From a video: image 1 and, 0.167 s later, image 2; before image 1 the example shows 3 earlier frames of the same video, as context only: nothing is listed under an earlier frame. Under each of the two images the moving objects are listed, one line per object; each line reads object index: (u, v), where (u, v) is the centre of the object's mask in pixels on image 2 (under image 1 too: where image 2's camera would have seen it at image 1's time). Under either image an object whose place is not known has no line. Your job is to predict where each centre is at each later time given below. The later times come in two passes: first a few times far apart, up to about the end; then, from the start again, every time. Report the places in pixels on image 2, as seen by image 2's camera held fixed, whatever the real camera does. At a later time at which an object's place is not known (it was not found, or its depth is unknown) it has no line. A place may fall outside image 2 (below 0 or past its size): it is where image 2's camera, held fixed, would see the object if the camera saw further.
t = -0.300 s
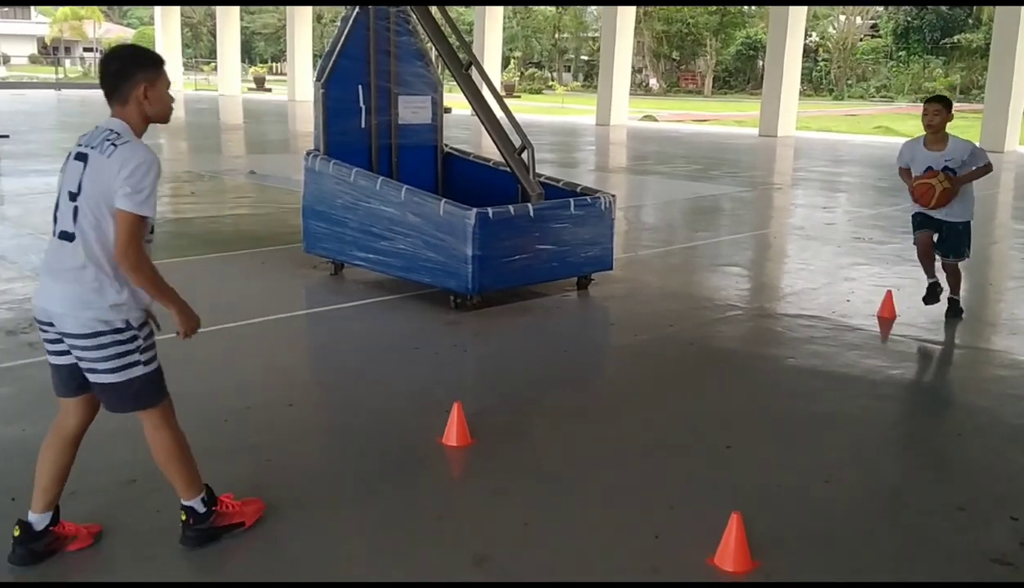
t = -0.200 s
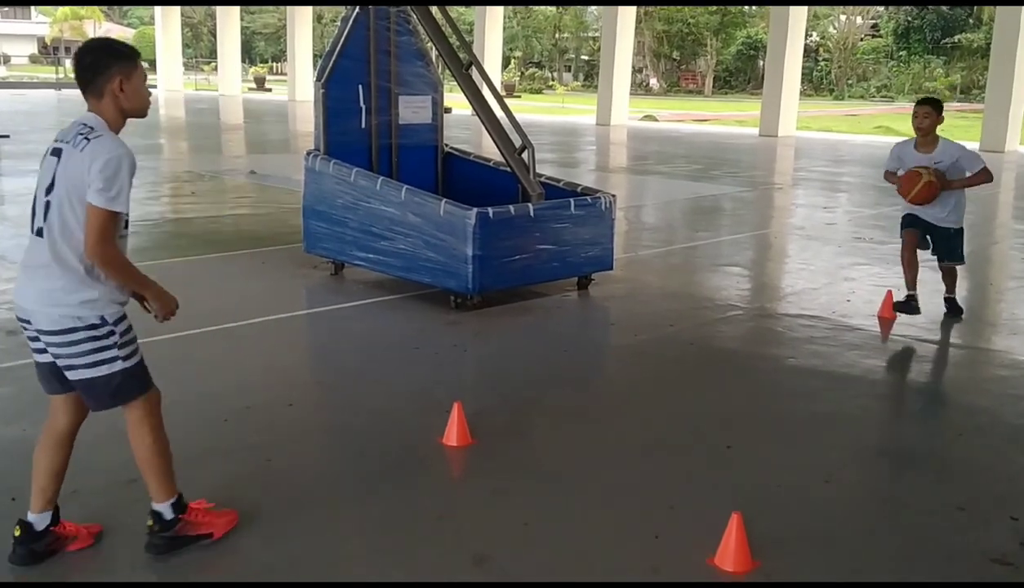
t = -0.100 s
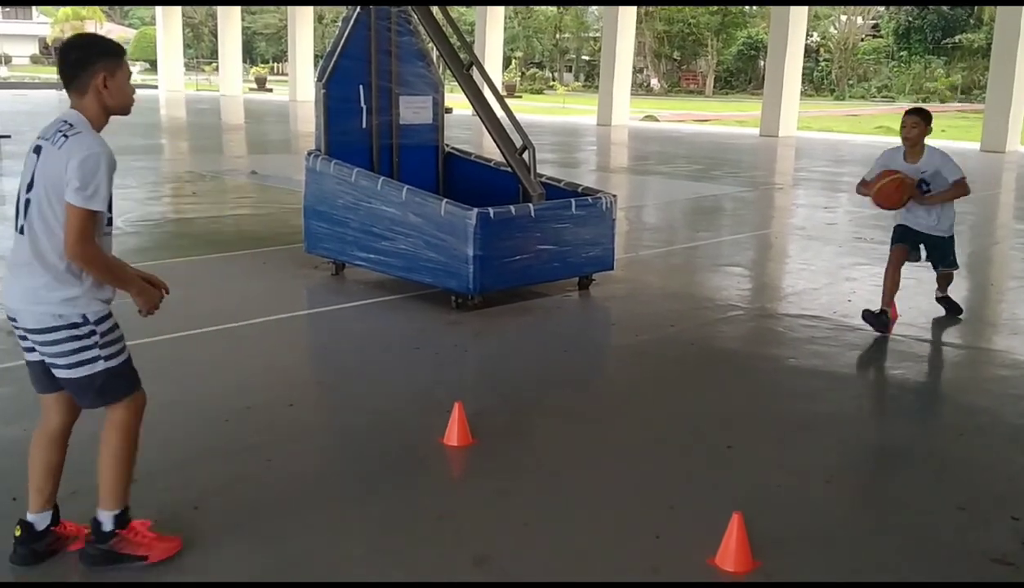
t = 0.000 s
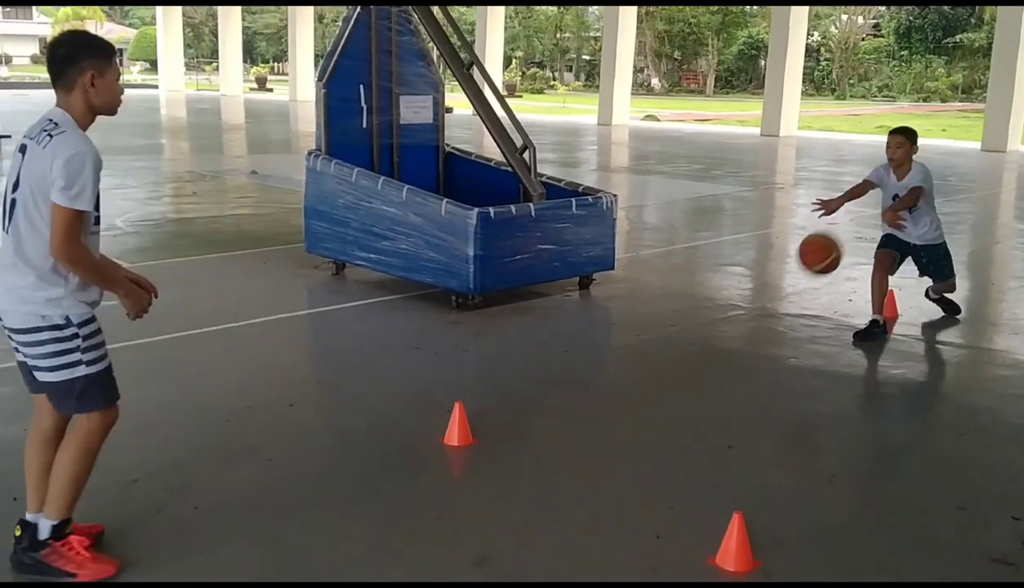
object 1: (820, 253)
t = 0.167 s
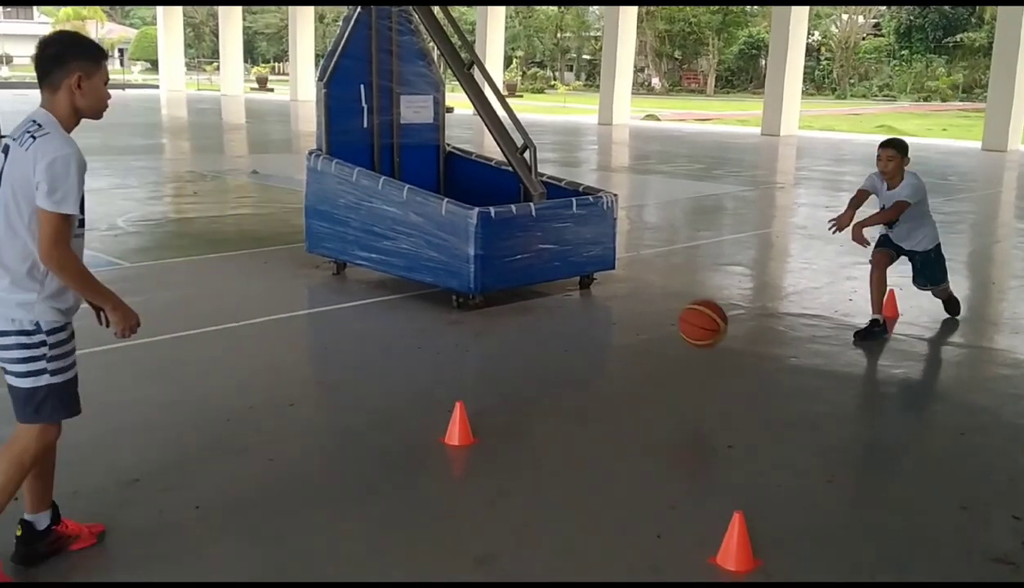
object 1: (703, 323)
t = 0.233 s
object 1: (674, 285)
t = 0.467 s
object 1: (550, 206)
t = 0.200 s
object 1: (689, 304)
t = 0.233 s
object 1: (674, 285)
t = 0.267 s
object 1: (659, 268)
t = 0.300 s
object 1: (642, 253)
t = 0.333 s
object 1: (625, 240)
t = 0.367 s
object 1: (608, 228)
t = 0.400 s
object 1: (589, 219)
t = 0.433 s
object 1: (570, 211)
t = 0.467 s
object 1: (550, 206)
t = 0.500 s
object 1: (527, 204)
